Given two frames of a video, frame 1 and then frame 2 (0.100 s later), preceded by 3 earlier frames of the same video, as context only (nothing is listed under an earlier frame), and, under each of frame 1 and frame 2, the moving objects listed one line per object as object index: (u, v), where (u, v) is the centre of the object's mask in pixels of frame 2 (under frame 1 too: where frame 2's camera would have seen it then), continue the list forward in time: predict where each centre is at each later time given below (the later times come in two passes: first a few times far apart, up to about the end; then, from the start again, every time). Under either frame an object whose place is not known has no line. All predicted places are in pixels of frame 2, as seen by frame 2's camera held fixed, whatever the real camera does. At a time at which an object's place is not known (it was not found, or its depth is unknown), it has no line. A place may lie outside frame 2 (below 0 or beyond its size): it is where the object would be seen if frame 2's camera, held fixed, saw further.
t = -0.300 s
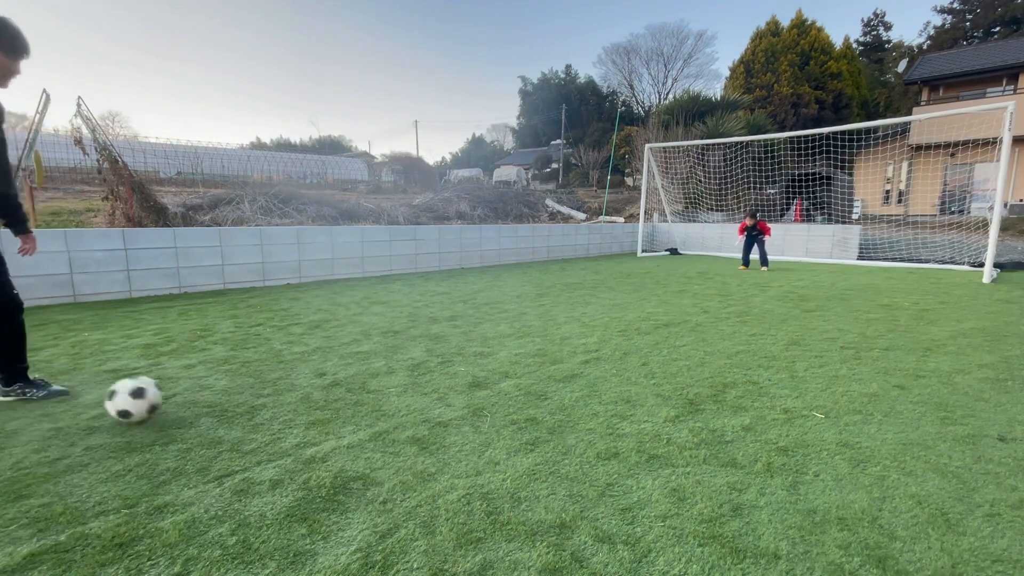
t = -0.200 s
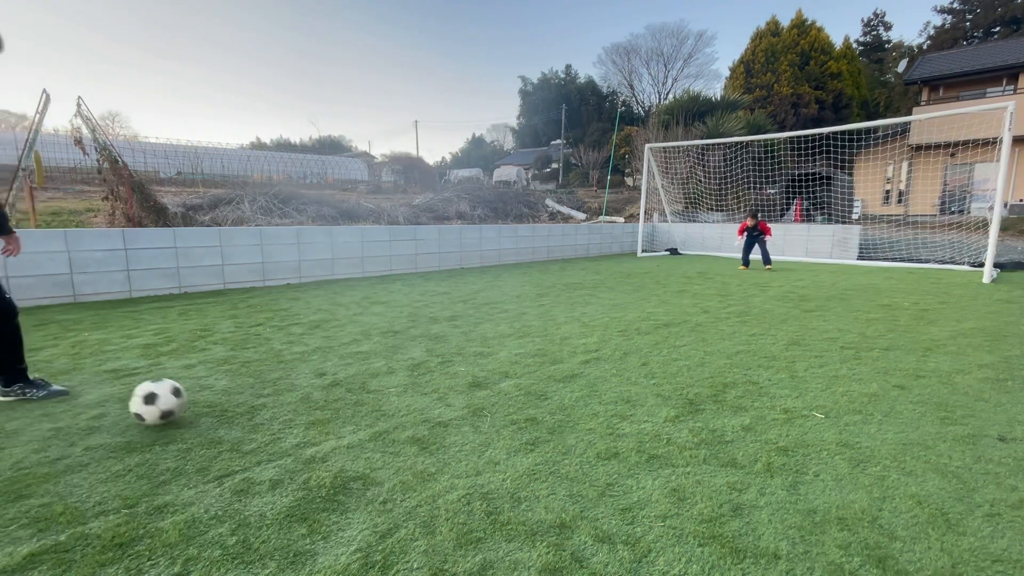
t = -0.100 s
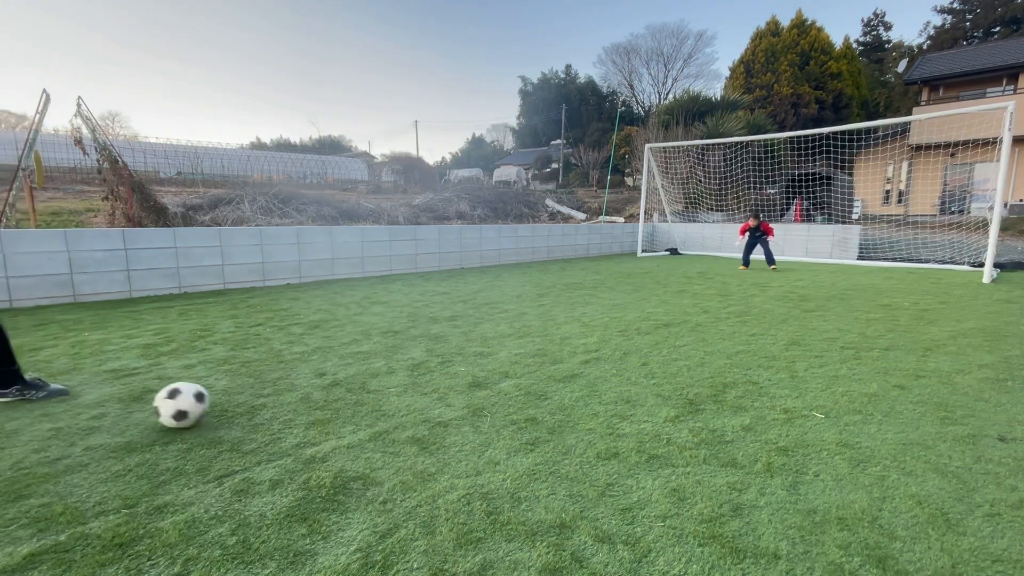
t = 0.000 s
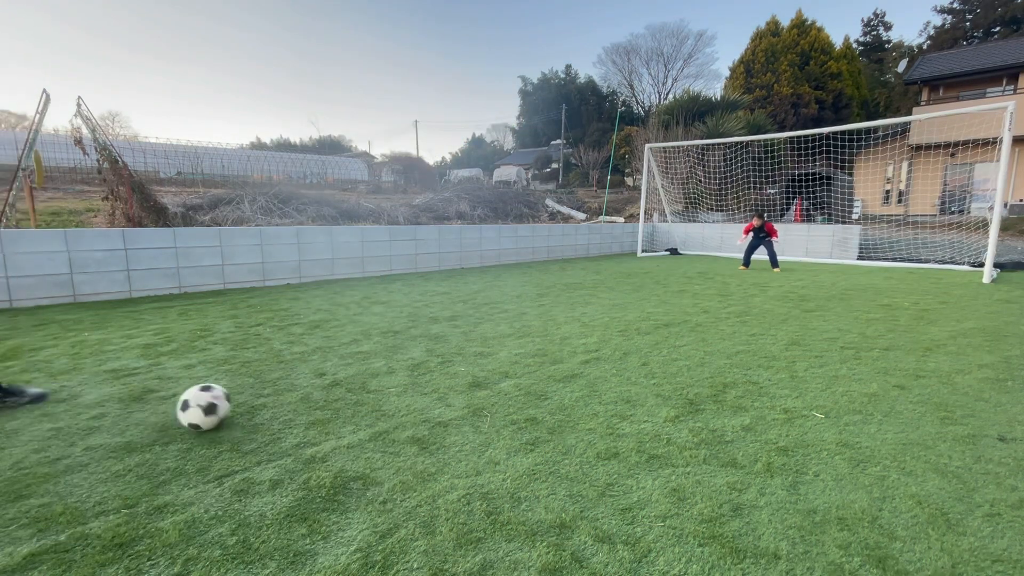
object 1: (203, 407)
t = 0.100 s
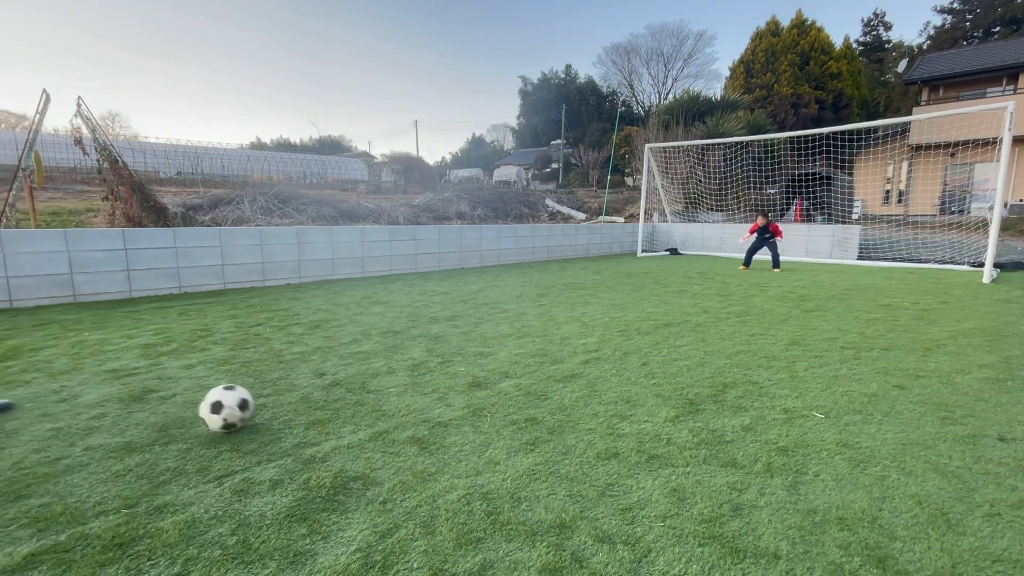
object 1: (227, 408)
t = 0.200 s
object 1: (247, 410)
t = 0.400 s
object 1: (290, 415)
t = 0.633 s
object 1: (331, 420)
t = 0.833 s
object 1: (363, 423)
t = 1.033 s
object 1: (393, 429)
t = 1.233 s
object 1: (422, 434)
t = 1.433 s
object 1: (445, 441)
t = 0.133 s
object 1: (233, 409)
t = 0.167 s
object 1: (241, 410)
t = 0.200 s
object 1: (247, 410)
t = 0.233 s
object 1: (255, 412)
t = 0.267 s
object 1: (262, 412)
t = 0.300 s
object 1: (269, 412)
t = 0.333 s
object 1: (275, 413)
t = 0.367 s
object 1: (283, 414)
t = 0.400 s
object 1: (290, 415)
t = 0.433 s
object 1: (296, 415)
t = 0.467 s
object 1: (302, 415)
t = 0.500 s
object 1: (308, 416)
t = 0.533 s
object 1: (314, 417)
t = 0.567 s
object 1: (319, 418)
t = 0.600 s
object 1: (325, 419)
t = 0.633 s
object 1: (331, 420)
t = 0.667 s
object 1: (337, 420)
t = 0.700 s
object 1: (342, 421)
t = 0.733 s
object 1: (348, 422)
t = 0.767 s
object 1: (352, 422)
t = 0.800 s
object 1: (358, 423)
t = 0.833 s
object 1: (363, 423)
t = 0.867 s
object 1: (368, 423)
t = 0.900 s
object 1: (373, 424)
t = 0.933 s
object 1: (378, 425)
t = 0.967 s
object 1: (383, 427)
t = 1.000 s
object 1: (388, 428)
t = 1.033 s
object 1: (393, 429)
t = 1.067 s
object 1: (398, 429)
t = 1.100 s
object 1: (403, 430)
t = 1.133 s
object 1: (407, 431)
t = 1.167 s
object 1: (412, 431)
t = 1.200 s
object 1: (417, 432)
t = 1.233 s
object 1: (422, 434)
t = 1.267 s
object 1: (425, 434)
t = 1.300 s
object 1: (428, 435)
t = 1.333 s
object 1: (433, 437)
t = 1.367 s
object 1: (437, 438)
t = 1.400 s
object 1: (441, 439)
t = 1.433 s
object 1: (445, 441)
